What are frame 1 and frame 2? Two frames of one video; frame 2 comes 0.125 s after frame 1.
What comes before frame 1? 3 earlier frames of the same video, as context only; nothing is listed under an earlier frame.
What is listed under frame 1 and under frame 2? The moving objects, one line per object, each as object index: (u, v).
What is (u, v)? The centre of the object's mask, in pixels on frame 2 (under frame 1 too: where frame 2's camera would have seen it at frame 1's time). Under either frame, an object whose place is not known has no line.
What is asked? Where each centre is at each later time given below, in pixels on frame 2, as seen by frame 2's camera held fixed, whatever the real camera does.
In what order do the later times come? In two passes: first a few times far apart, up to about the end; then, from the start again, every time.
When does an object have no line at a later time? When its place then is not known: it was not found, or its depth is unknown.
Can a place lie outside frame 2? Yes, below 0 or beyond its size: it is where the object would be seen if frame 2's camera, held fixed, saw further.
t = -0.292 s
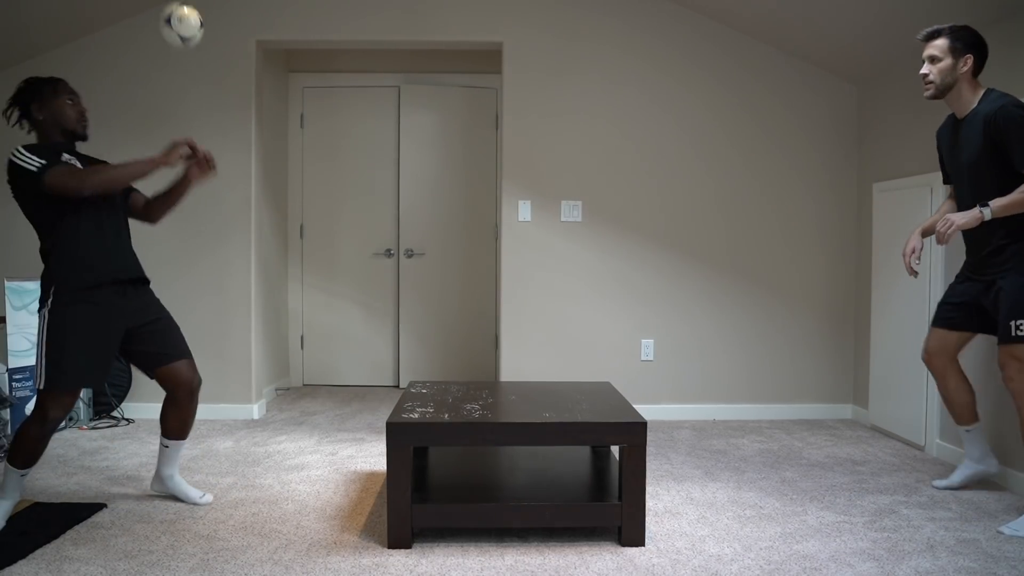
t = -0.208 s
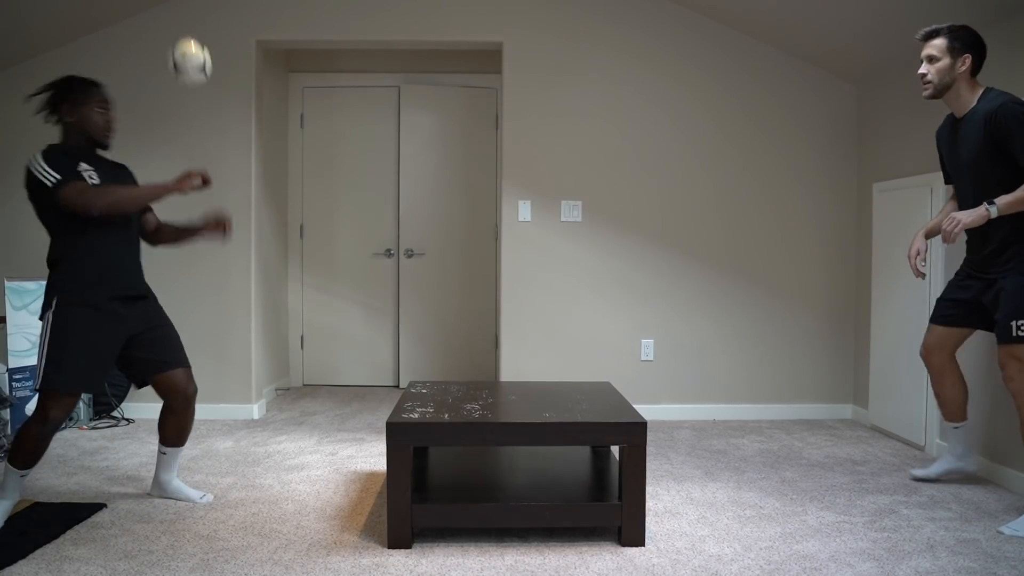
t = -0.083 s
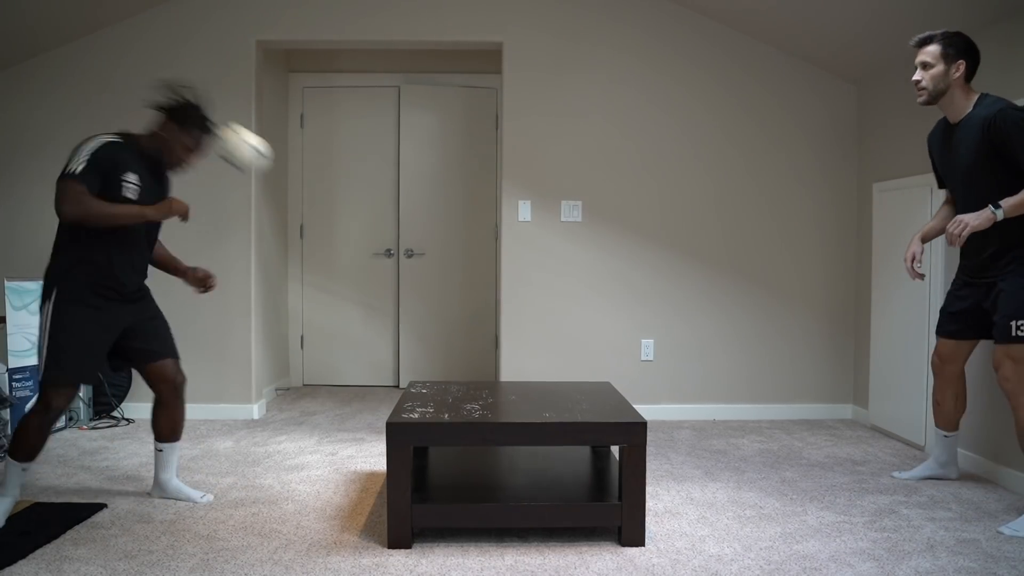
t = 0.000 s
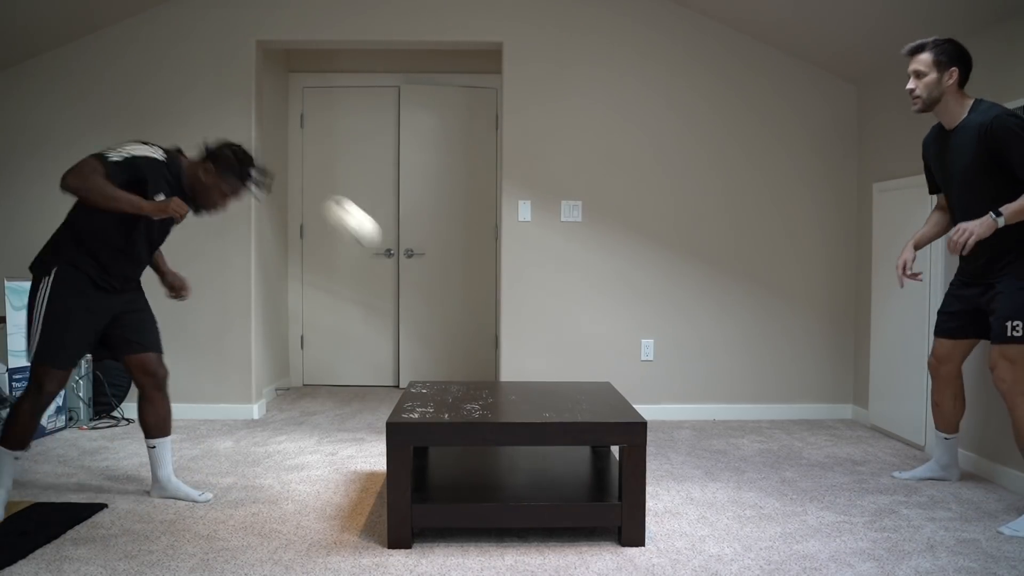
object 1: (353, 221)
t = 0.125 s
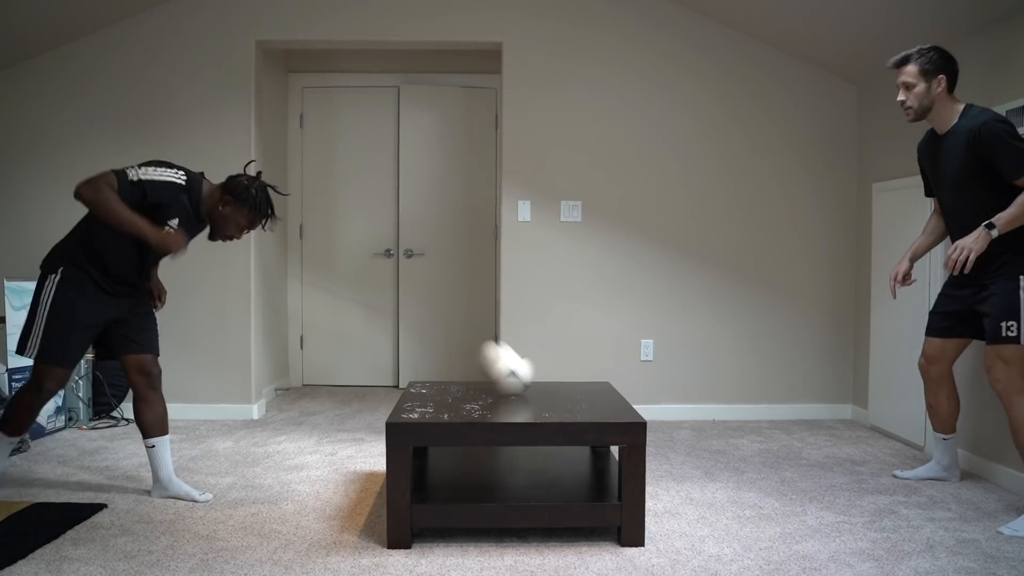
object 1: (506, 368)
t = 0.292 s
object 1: (635, 249)
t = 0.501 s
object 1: (785, 195)
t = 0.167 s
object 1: (540, 342)
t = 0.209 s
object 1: (570, 306)
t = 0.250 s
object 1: (604, 274)
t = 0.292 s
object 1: (635, 249)
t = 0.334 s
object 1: (666, 229)
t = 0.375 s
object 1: (695, 214)
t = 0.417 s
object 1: (725, 203)
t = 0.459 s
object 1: (756, 197)
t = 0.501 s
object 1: (785, 195)
